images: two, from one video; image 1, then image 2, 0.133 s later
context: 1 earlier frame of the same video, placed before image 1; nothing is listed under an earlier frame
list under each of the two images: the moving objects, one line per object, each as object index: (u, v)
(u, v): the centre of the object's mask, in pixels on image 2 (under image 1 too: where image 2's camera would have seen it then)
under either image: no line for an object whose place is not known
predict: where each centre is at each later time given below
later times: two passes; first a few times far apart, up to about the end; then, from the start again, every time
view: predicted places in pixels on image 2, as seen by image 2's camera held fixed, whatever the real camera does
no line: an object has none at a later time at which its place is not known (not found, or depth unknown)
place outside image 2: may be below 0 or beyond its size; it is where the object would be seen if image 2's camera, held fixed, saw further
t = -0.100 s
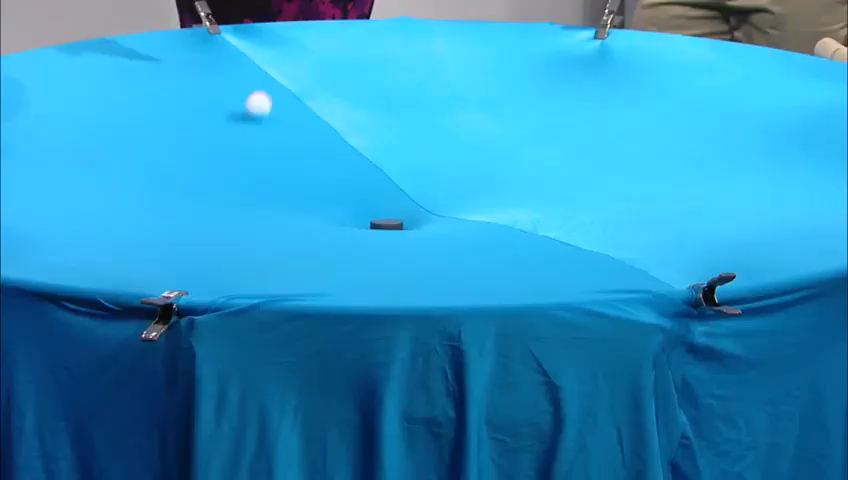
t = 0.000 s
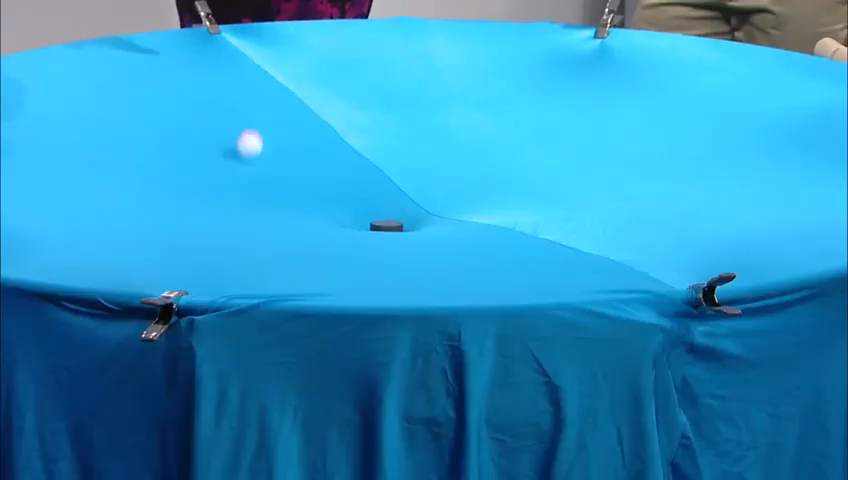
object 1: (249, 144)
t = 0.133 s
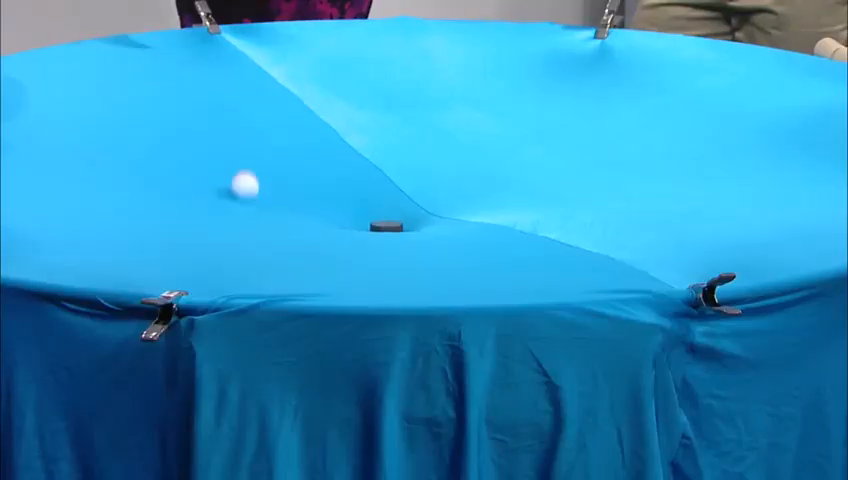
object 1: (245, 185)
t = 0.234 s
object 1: (250, 211)
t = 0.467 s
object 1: (290, 250)
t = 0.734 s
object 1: (361, 292)
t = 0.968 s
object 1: (427, 292)
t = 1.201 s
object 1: (485, 294)
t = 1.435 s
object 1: (522, 278)
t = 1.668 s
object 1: (541, 257)
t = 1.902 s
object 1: (544, 238)
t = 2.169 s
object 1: (526, 213)
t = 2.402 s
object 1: (479, 182)
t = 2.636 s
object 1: (402, 143)
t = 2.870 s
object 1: (324, 113)
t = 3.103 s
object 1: (257, 99)
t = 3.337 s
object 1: (202, 96)
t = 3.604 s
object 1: (148, 102)
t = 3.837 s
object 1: (116, 114)
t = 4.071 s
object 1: (97, 133)
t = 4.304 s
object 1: (98, 155)
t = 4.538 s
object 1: (122, 180)
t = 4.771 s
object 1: (173, 205)
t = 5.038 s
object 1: (266, 226)
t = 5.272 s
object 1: (365, 235)
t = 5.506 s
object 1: (467, 233)
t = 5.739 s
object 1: (555, 222)
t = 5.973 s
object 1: (610, 201)
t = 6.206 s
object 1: (628, 179)
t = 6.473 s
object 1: (606, 160)
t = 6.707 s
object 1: (556, 151)
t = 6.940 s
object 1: (485, 150)
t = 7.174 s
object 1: (397, 160)
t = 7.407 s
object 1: (306, 179)
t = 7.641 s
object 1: (248, 195)
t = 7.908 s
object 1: (230, 211)
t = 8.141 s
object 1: (245, 224)
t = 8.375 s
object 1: (281, 231)
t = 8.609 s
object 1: (330, 233)
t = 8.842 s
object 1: (386, 228)
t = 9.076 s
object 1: (438, 220)
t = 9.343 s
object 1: (436, 187)
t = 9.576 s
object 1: (393, 157)
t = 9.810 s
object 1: (351, 144)
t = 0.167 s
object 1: (245, 194)
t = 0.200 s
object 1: (247, 203)
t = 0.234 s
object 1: (250, 211)
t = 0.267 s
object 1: (254, 218)
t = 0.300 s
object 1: (259, 222)
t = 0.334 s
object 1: (264, 227)
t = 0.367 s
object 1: (270, 233)
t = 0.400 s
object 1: (277, 238)
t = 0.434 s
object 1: (284, 244)
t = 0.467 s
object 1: (290, 250)
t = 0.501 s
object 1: (299, 256)
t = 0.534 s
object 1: (306, 261)
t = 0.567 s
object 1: (315, 267)
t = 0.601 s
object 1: (323, 272)
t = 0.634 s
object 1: (332, 278)
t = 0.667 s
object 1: (340, 283)
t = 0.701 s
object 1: (350, 290)
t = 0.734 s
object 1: (361, 292)
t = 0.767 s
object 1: (370, 286)
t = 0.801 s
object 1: (379, 283)
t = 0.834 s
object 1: (389, 286)
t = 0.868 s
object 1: (399, 291)
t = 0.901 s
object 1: (409, 292)
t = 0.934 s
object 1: (419, 293)
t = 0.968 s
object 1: (427, 292)
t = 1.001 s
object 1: (437, 292)
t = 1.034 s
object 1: (446, 291)
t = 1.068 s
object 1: (454, 291)
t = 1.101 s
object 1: (463, 292)
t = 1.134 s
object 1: (471, 293)
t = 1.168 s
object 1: (479, 294)
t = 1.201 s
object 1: (485, 294)
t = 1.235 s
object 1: (492, 292)
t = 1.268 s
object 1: (497, 291)
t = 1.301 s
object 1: (503, 288)
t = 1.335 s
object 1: (509, 286)
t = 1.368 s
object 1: (514, 283)
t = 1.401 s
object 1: (518, 281)
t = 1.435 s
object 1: (522, 278)
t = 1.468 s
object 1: (525, 275)
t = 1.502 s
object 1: (529, 272)
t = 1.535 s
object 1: (532, 269)
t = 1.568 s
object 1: (535, 266)
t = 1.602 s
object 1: (538, 263)
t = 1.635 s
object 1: (540, 260)
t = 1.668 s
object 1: (541, 257)
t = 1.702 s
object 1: (542, 254)
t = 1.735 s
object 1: (543, 252)
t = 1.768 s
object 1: (544, 249)
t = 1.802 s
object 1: (545, 246)
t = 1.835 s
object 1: (545, 243)
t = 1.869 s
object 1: (544, 240)
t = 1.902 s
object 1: (544, 238)
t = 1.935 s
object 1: (543, 235)
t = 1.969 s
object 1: (542, 231)
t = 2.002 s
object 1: (540, 228)
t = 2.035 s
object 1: (537, 226)
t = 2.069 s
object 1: (535, 224)
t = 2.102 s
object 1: (533, 222)
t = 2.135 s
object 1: (530, 218)
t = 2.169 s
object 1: (526, 213)
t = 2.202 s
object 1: (521, 209)
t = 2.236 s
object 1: (516, 206)
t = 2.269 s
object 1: (511, 202)
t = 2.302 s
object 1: (504, 199)
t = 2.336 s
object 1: (497, 194)
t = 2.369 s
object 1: (488, 188)
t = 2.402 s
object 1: (479, 182)
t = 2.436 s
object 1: (469, 176)
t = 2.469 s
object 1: (458, 170)
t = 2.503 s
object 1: (448, 164)
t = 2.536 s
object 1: (436, 159)
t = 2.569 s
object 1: (425, 153)
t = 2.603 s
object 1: (414, 148)
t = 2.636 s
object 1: (402, 143)
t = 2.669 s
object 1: (391, 138)
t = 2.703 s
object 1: (379, 134)
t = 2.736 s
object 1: (368, 130)
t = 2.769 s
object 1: (356, 125)
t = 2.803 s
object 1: (345, 121)
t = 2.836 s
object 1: (335, 117)
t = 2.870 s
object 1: (324, 113)
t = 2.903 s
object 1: (314, 110)
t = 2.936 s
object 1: (303, 108)
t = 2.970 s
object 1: (294, 106)
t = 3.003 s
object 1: (284, 105)
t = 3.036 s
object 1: (275, 103)
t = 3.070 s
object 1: (266, 101)
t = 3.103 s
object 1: (257, 99)
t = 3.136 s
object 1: (249, 98)
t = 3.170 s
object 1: (240, 97)
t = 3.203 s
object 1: (232, 97)
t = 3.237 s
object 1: (224, 96)
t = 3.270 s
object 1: (216, 96)
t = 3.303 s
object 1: (209, 95)
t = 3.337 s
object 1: (202, 96)
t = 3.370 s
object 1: (194, 96)
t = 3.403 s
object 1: (187, 96)
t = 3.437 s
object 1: (180, 97)
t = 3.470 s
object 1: (173, 98)
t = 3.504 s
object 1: (166, 98)
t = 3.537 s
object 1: (160, 99)
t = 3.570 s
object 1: (154, 100)
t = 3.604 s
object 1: (148, 102)
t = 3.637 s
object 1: (143, 103)
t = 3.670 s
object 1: (138, 105)
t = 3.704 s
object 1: (133, 106)
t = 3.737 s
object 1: (128, 108)
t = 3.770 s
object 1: (124, 110)
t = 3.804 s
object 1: (119, 112)
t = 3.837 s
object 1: (116, 114)
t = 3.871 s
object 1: (112, 116)
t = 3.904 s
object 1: (109, 119)
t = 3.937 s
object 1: (105, 121)
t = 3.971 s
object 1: (103, 124)
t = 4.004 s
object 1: (100, 127)
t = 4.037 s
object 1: (99, 130)
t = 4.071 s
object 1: (97, 133)
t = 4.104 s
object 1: (96, 136)
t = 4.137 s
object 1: (95, 139)
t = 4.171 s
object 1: (95, 142)
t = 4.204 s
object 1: (95, 145)
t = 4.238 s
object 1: (95, 148)
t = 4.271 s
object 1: (96, 152)
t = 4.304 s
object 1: (98, 155)
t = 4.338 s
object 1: (100, 159)
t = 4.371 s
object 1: (102, 162)
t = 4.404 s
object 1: (105, 166)
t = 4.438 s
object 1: (108, 169)
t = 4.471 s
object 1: (112, 173)
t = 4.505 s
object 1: (116, 176)
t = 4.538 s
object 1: (122, 180)
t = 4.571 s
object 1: (127, 184)
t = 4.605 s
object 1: (133, 187)
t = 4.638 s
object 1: (140, 191)
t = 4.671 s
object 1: (147, 195)
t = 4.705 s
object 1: (155, 198)
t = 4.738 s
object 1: (164, 201)
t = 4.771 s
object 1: (173, 205)
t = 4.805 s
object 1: (182, 208)
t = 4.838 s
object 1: (192, 210)
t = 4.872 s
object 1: (203, 213)
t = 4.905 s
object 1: (215, 216)
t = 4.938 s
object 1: (227, 219)
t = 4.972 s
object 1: (239, 221)
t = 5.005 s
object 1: (252, 223)
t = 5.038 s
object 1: (266, 226)
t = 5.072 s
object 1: (278, 227)
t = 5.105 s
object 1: (293, 229)
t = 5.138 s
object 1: (308, 231)
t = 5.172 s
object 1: (322, 232)
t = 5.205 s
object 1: (335, 233)
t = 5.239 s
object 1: (350, 234)
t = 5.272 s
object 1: (365, 235)
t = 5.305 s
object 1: (380, 235)
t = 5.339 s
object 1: (395, 235)
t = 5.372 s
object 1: (411, 235)
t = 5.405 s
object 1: (425, 234)
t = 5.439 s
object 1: (439, 234)
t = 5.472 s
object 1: (453, 233)
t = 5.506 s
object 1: (467, 233)
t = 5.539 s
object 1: (482, 231)
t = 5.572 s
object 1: (495, 230)
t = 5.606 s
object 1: (507, 229)
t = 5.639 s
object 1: (520, 227)
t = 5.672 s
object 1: (532, 225)
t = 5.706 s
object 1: (544, 223)
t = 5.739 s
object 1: (555, 222)
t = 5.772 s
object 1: (565, 220)
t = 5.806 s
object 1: (574, 217)
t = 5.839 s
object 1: (583, 214)
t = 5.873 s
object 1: (592, 210)
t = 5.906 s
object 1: (598, 207)
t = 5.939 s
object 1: (605, 204)
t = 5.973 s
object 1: (610, 201)
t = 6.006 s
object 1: (615, 198)
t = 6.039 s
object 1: (619, 195)
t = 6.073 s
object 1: (623, 192)
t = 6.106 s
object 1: (625, 188)
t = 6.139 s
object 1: (627, 185)
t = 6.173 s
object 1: (628, 182)
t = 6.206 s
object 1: (628, 179)
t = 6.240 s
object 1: (628, 176)
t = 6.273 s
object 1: (627, 174)
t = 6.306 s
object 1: (625, 171)
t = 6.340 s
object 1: (622, 169)
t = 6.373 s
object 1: (619, 166)
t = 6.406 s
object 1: (616, 164)
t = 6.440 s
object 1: (611, 161)
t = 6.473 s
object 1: (606, 160)
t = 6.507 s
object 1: (600, 158)
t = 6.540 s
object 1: (594, 157)
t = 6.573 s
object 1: (588, 155)
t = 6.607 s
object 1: (580, 154)
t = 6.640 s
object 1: (573, 153)
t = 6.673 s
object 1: (565, 152)
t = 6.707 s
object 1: (556, 151)
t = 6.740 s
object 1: (547, 151)
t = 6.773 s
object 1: (538, 150)
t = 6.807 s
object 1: (527, 150)
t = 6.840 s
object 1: (517, 150)
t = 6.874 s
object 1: (507, 149)
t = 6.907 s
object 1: (496, 150)
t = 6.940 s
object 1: (485, 150)
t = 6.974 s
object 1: (473, 151)
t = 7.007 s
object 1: (462, 152)
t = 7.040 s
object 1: (449, 153)
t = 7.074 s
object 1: (437, 155)
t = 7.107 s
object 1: (424, 156)
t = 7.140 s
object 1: (410, 158)
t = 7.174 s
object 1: (397, 160)
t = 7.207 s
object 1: (384, 162)
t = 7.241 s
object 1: (370, 163)
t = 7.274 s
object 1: (356, 165)
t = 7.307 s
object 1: (343, 169)
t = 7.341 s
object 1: (330, 173)
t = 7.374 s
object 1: (318, 176)
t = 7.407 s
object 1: (306, 179)
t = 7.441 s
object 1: (296, 180)
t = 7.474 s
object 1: (286, 182)
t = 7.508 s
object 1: (276, 185)
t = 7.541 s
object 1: (267, 188)
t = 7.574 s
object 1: (260, 191)
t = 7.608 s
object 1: (254, 193)
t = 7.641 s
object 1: (248, 195)
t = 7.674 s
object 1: (243, 197)
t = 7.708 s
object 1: (240, 199)
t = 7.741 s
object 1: (236, 201)
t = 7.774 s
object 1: (234, 204)
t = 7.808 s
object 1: (231, 206)
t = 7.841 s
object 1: (230, 208)
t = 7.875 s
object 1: (230, 210)
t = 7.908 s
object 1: (230, 211)
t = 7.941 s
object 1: (230, 214)
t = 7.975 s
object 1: (232, 216)
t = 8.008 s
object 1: (234, 218)
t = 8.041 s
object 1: (236, 220)
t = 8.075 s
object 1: (238, 221)
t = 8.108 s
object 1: (241, 222)
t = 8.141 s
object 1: (245, 224)
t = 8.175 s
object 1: (249, 225)
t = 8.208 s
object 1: (254, 226)
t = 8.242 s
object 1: (258, 228)
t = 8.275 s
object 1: (264, 229)
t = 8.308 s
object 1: (269, 230)
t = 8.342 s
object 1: (275, 230)
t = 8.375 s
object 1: (281, 231)
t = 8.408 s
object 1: (287, 232)
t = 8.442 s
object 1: (294, 232)
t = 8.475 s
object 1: (301, 232)
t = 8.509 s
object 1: (308, 232)
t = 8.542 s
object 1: (315, 233)
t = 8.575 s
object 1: (322, 233)
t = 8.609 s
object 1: (330, 233)
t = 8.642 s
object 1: (338, 232)
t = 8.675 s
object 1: (346, 232)
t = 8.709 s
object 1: (353, 232)
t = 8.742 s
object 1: (362, 231)
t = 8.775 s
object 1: (370, 230)
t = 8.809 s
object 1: (378, 230)
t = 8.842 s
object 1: (386, 228)
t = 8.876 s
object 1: (394, 227)
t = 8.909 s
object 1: (402, 226)
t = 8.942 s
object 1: (410, 225)
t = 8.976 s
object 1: (417, 224)
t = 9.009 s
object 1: (425, 223)
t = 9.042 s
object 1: (431, 222)
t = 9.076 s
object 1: (438, 220)
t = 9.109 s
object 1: (444, 219)
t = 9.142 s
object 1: (448, 217)
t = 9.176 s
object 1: (450, 213)
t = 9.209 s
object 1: (449, 207)
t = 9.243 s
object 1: (447, 201)
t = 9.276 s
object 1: (444, 197)
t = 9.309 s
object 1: (441, 192)
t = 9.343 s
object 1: (436, 187)
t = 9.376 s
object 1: (431, 181)
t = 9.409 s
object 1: (425, 175)
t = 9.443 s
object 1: (419, 170)
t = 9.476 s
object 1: (412, 166)
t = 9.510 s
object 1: (406, 163)
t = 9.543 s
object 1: (400, 160)
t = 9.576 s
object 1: (393, 157)
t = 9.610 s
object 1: (386, 154)
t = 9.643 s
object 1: (380, 151)
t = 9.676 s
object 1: (374, 149)
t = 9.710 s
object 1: (368, 147)
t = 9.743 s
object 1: (362, 146)
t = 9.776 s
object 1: (357, 145)
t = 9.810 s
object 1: (351, 144)
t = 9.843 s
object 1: (347, 144)
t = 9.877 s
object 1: (341, 144)
